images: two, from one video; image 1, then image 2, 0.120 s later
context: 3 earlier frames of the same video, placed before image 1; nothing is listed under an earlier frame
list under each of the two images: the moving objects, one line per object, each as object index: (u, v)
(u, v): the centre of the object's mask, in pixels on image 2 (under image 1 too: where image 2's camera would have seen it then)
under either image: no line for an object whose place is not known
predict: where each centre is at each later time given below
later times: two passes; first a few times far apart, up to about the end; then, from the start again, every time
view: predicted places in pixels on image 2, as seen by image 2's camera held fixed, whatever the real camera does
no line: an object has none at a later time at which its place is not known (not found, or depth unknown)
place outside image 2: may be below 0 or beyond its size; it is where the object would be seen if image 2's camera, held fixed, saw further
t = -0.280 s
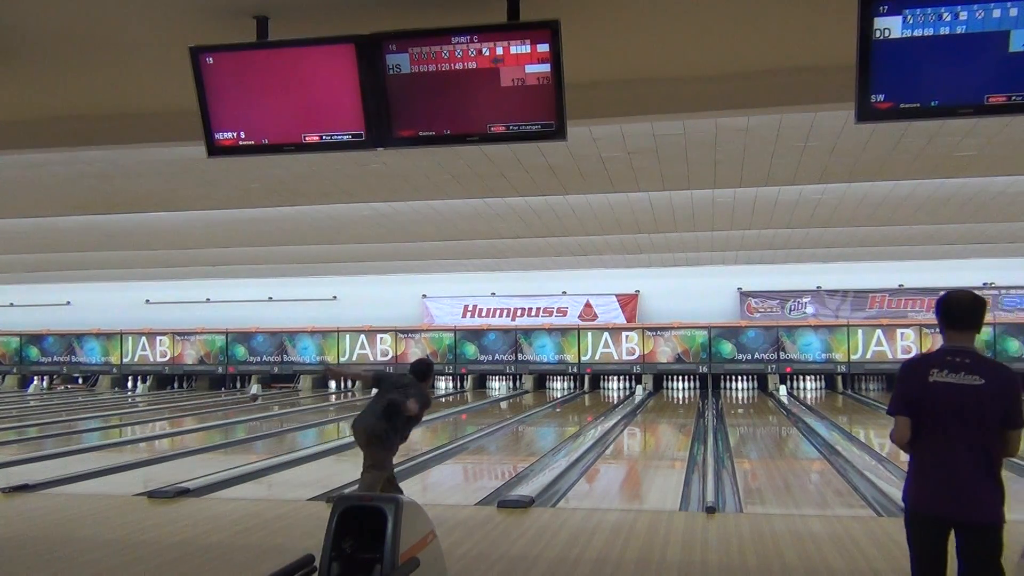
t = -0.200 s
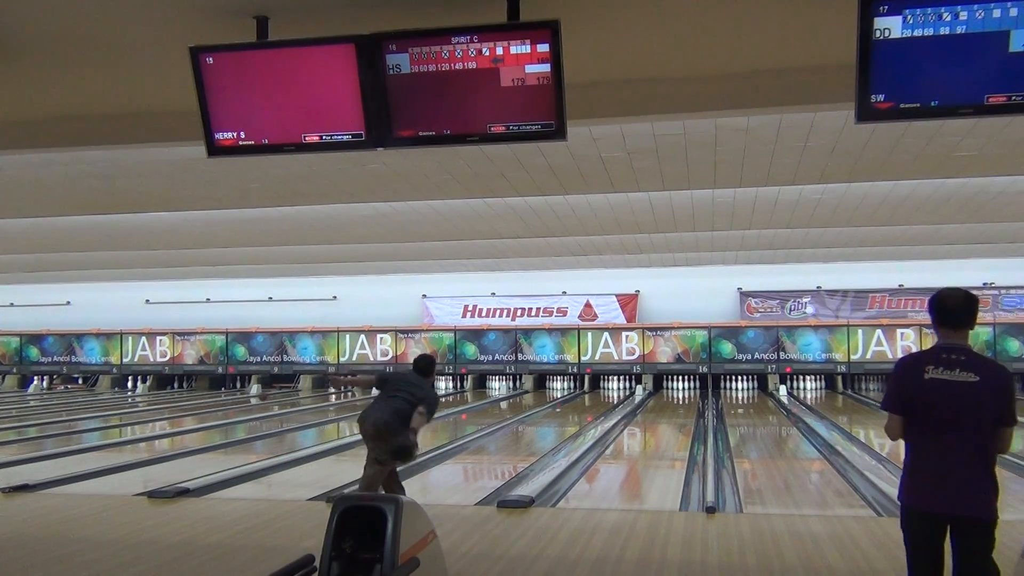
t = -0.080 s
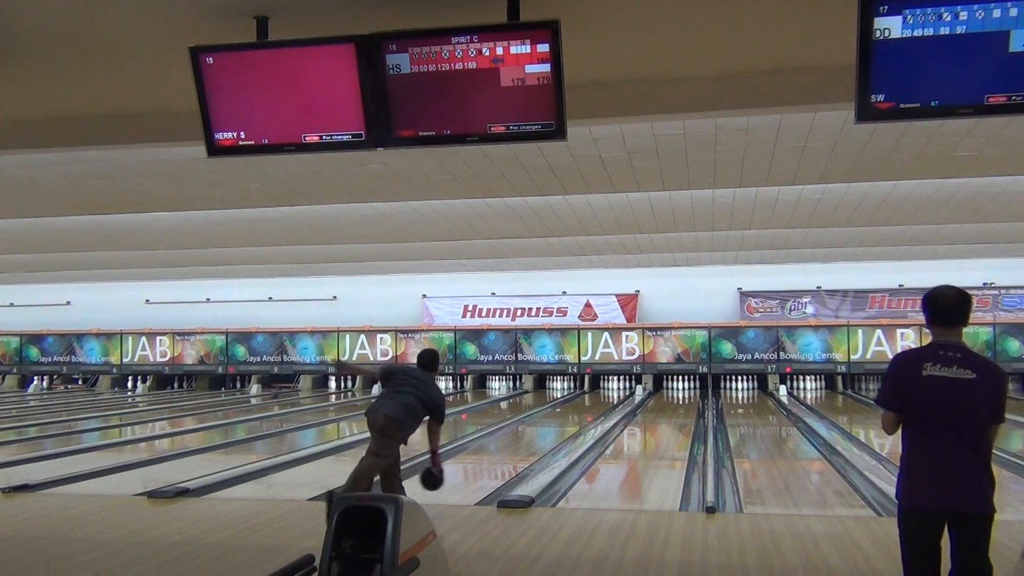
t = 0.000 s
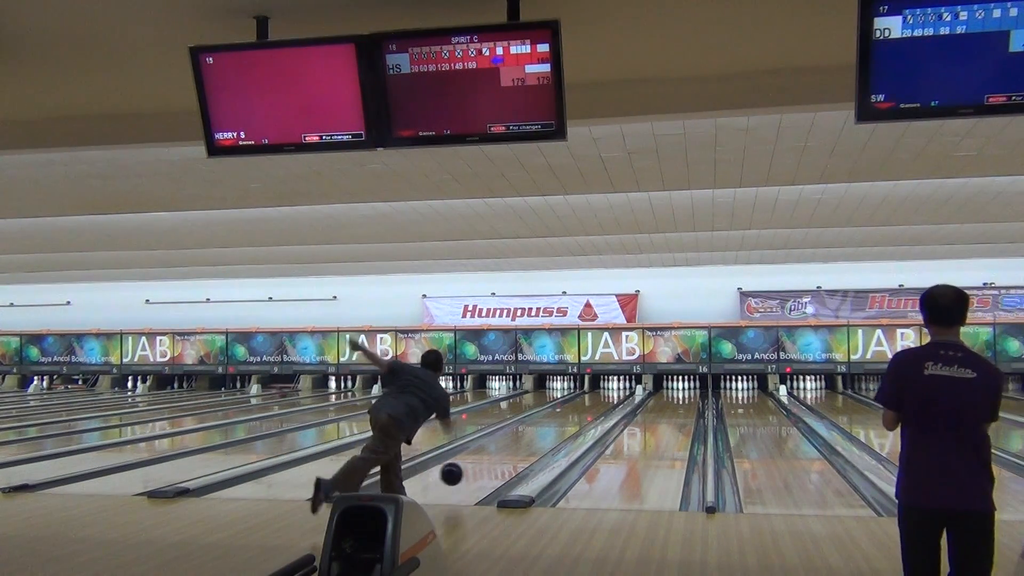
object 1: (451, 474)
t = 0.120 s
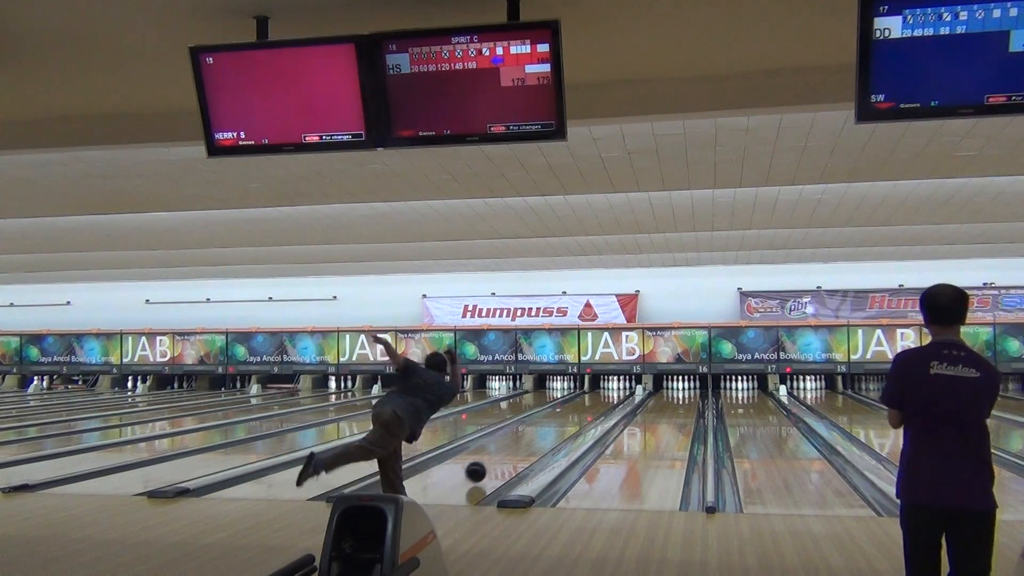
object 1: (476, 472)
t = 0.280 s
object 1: (502, 458)
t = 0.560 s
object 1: (535, 438)
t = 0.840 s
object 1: (558, 423)
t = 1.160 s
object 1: (577, 411)
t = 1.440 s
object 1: (589, 404)
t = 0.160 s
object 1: (483, 466)
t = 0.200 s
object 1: (490, 462)
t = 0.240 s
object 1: (496, 459)
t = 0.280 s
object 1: (502, 458)
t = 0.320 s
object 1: (507, 454)
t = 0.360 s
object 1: (512, 452)
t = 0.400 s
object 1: (517, 449)
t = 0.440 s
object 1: (522, 446)
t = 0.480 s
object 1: (527, 443)
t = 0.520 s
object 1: (531, 440)
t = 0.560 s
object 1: (535, 438)
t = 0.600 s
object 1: (539, 435)
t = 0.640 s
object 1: (542, 433)
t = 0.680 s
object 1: (546, 431)
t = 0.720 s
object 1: (549, 429)
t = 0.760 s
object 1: (552, 427)
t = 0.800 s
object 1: (555, 425)
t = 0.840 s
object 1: (558, 423)
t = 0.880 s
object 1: (560, 422)
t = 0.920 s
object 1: (563, 420)
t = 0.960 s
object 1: (566, 419)
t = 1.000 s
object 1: (568, 417)
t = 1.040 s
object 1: (570, 416)
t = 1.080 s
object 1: (572, 414)
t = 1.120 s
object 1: (575, 413)
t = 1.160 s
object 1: (577, 411)
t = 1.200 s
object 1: (578, 411)
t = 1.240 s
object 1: (580, 409)
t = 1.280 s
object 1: (582, 408)
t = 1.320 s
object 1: (584, 407)
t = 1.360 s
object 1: (587, 406)
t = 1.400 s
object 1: (588, 405)
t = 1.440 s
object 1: (589, 404)
